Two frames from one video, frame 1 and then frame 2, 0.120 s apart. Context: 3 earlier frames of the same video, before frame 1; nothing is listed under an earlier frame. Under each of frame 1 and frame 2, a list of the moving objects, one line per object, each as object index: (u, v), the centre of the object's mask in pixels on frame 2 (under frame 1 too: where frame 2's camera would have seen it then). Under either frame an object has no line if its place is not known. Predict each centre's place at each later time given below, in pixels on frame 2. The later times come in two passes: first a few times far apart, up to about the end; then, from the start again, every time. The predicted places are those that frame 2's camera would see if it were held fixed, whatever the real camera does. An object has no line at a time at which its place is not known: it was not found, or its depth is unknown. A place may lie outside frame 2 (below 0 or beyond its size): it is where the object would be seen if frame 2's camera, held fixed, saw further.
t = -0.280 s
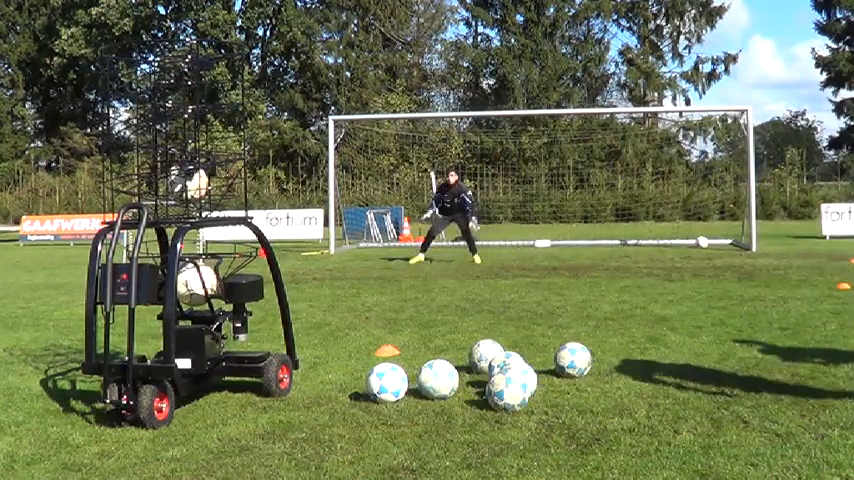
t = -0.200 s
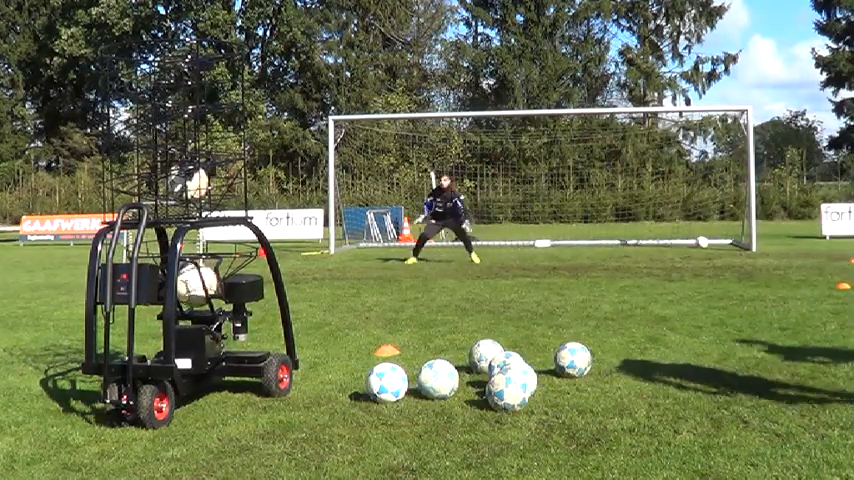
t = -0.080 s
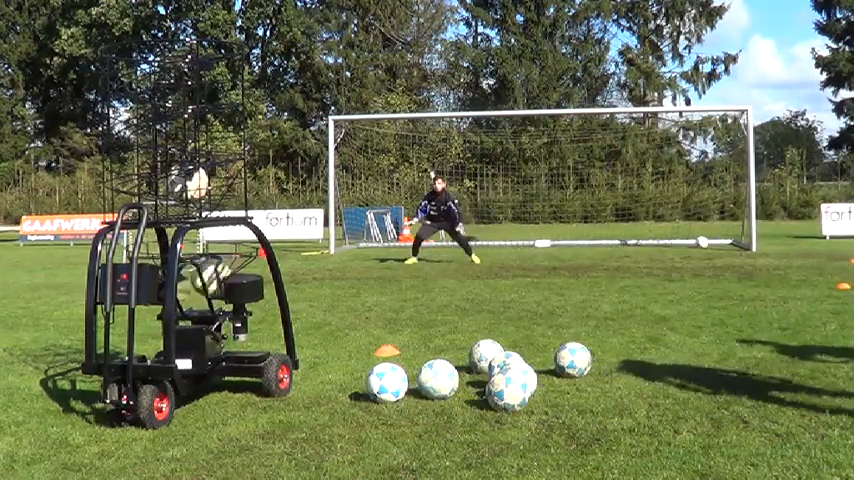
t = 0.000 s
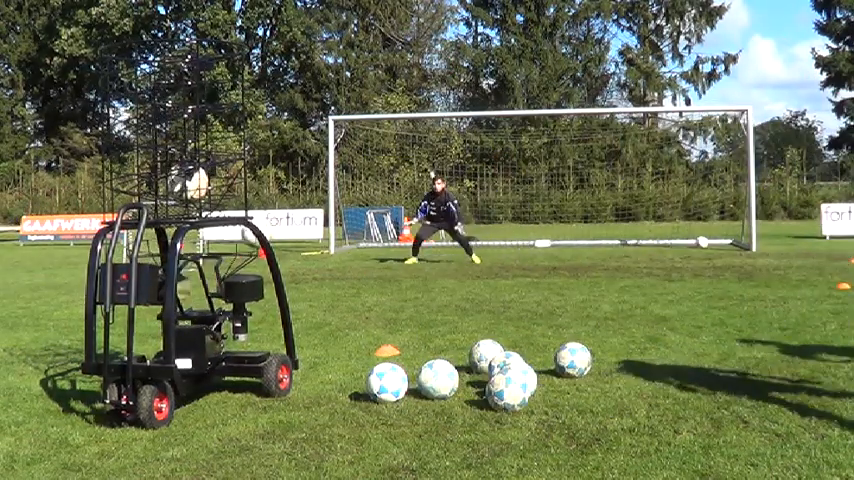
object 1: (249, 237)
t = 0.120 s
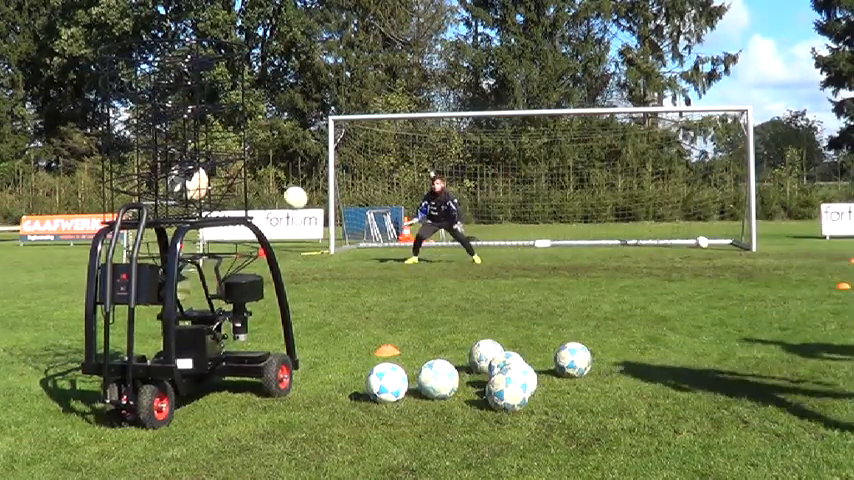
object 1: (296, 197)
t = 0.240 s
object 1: (316, 182)
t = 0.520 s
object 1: (342, 193)
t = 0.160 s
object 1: (304, 190)
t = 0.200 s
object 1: (310, 186)
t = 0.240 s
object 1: (316, 182)
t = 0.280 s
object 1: (320, 181)
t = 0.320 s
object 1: (323, 181)
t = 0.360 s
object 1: (328, 182)
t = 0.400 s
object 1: (333, 184)
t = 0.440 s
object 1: (337, 187)
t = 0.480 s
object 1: (339, 189)
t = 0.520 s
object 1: (342, 193)
